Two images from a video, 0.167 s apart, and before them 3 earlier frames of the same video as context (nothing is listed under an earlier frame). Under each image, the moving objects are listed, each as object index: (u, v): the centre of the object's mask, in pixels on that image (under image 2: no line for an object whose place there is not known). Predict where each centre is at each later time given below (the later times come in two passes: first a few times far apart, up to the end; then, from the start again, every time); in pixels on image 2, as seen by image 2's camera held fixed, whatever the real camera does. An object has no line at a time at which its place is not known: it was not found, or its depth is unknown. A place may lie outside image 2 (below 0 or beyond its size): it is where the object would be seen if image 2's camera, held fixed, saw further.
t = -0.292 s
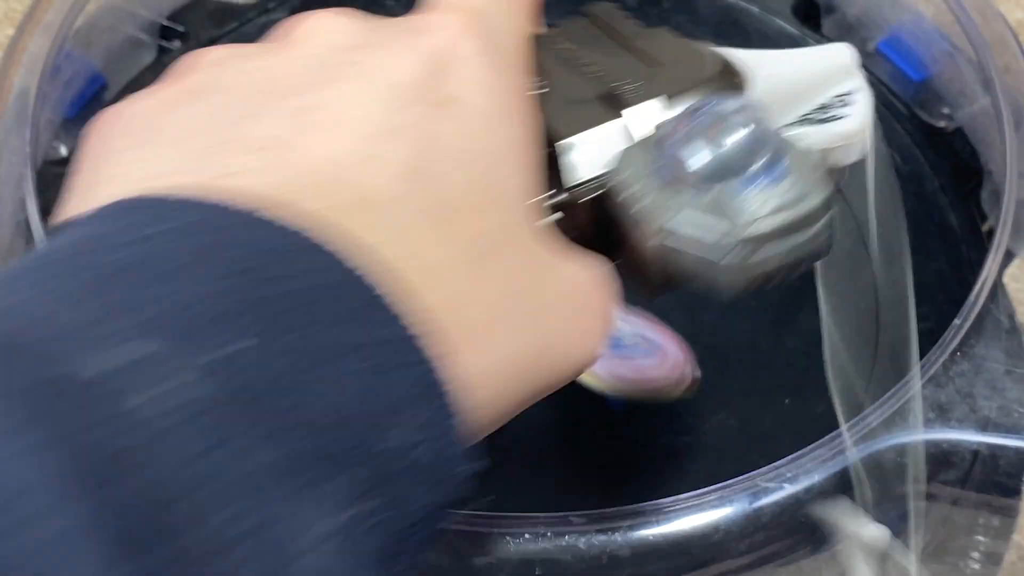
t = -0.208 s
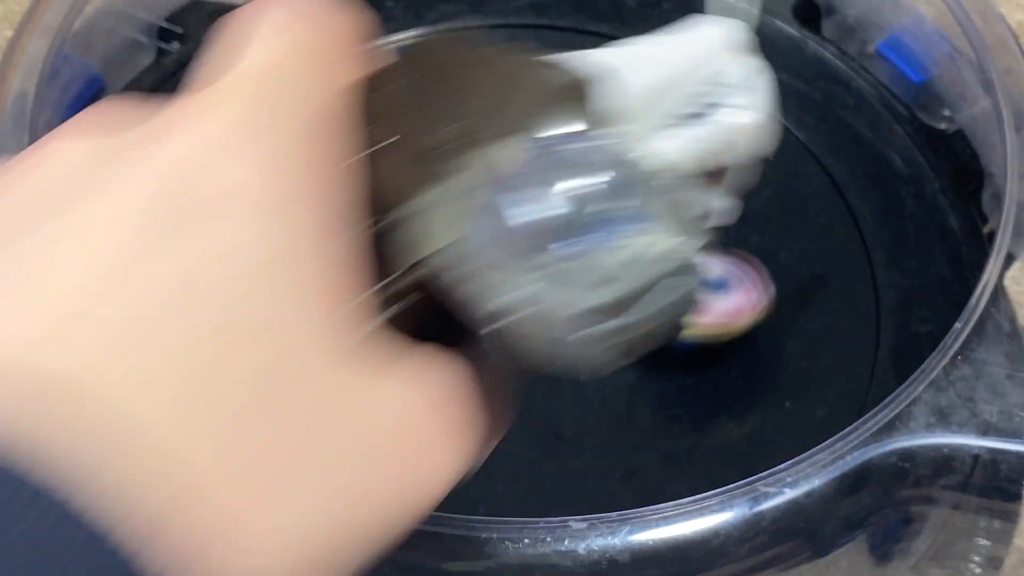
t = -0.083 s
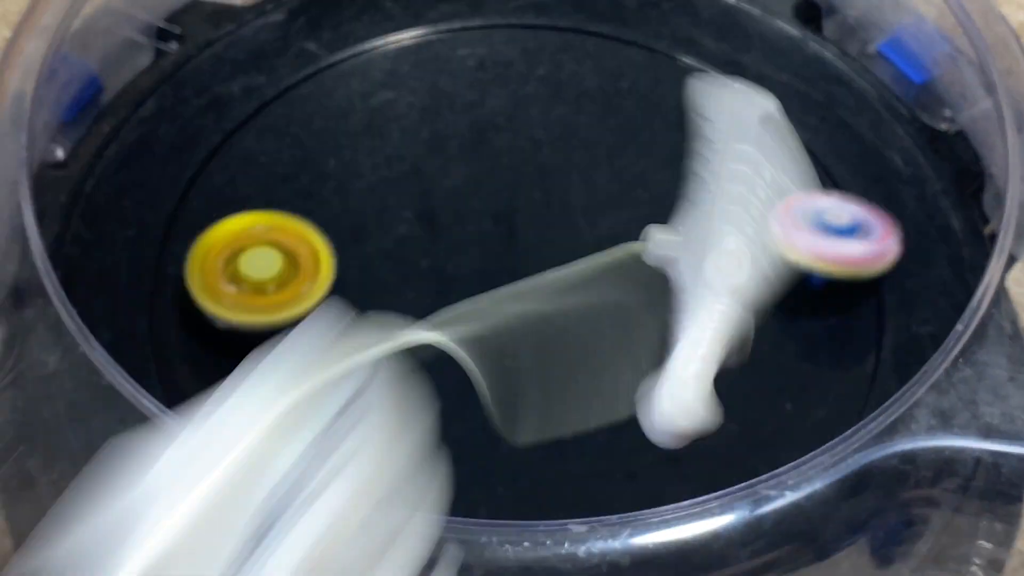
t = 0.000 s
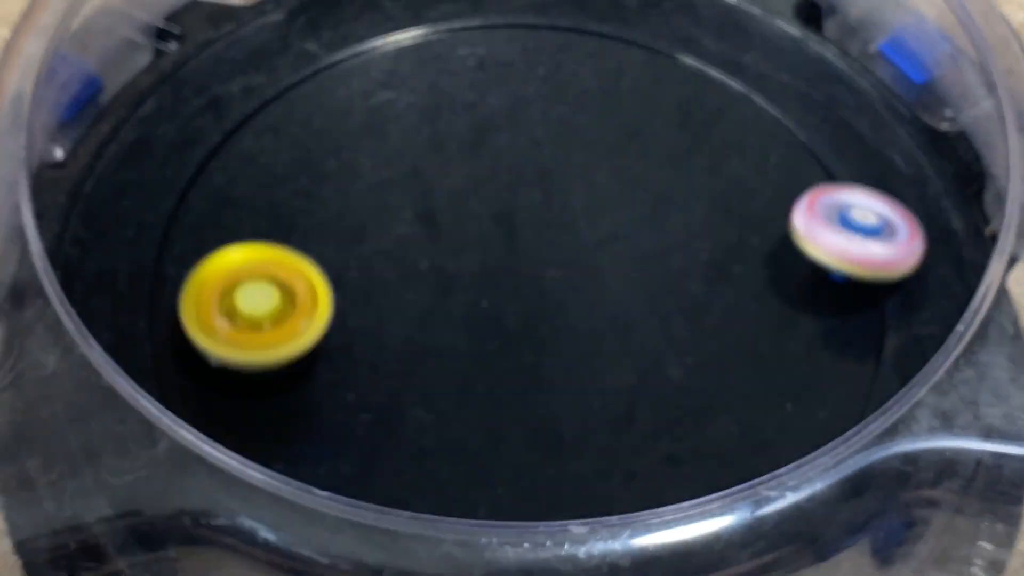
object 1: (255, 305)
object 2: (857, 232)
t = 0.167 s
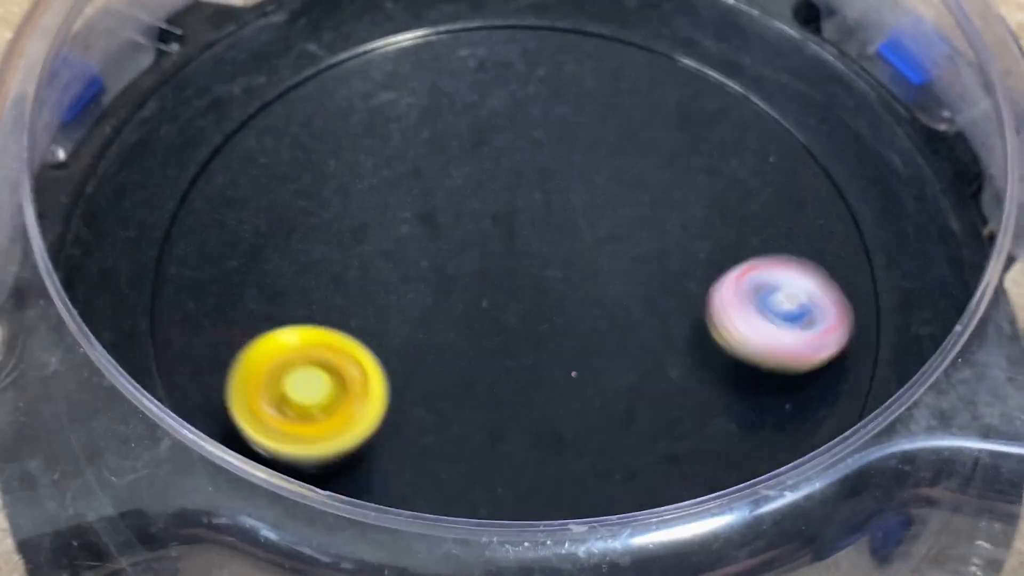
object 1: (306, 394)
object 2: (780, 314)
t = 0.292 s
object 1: (392, 428)
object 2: (621, 389)
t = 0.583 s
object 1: (248, 324)
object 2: (923, 201)
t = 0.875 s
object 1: (476, 192)
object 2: (572, 372)
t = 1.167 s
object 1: (361, 65)
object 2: (462, 549)
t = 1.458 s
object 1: (381, 246)
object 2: (524, 423)
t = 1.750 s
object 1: (340, 148)
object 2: (686, 427)
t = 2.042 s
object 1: (332, 138)
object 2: (515, 174)
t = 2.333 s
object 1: (402, 155)
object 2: (572, 185)
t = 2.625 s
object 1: (503, 136)
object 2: (731, 398)
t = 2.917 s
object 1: (570, 116)
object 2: (708, 464)
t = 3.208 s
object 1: (596, 135)
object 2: (532, 272)
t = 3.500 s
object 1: (658, 125)
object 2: (402, 234)
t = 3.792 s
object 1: (670, 182)
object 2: (490, 178)
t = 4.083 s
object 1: (759, 327)
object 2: (517, 132)
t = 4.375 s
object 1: (728, 360)
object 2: (451, 210)
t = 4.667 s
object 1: (613, 383)
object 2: (383, 279)
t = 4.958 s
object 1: (530, 431)
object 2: (435, 312)
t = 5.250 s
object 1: (469, 468)
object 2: (551, 338)
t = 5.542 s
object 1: (425, 462)
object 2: (577, 350)
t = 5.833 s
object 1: (385, 411)
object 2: (555, 286)
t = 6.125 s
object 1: (327, 352)
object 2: (582, 240)
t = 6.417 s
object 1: (326, 295)
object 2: (552, 267)
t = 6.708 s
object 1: (340, 222)
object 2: (507, 288)
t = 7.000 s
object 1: (369, 158)
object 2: (524, 363)
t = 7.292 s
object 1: (425, 139)
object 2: (493, 309)
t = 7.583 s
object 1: (505, 140)
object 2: (570, 270)
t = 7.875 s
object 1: (599, 147)
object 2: (553, 294)
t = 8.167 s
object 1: (676, 172)
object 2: (503, 262)
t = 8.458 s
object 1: (724, 217)
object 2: (527, 252)
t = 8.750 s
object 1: (717, 292)
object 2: (509, 297)
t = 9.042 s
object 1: (707, 365)
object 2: (478, 292)
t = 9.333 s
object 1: (652, 414)
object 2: (506, 287)
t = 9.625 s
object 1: (552, 436)
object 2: (531, 304)
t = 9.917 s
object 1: (454, 441)
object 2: (524, 302)
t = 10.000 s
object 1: (429, 434)
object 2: (519, 299)
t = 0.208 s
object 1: (332, 410)
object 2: (733, 341)
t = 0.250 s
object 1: (361, 421)
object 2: (677, 366)
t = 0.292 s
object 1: (392, 428)
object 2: (621, 389)
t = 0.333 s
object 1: (409, 431)
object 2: (580, 404)
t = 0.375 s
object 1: (320, 431)
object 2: (703, 369)
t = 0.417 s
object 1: (230, 434)
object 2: (824, 324)
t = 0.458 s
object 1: (211, 400)
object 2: (902, 270)
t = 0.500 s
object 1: (214, 371)
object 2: (930, 226)
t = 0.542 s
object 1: (221, 350)
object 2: (940, 201)
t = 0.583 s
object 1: (248, 324)
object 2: (923, 201)
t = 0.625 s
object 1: (283, 302)
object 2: (894, 206)
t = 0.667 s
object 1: (322, 281)
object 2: (852, 220)
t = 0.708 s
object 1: (362, 265)
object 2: (803, 232)
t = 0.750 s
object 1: (402, 251)
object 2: (742, 262)
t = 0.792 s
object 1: (439, 239)
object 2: (674, 285)
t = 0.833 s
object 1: (472, 229)
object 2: (601, 307)
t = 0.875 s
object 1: (476, 192)
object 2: (572, 372)
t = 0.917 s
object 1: (454, 134)
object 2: (579, 461)
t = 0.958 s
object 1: (433, 86)
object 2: (580, 535)
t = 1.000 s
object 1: (410, 46)
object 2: (559, 547)
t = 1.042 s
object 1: (390, 28)
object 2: (533, 554)
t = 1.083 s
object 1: (377, 30)
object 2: (506, 562)
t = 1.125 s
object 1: (368, 41)
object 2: (482, 555)
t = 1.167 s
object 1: (361, 65)
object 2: (462, 549)
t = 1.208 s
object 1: (357, 101)
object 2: (448, 542)
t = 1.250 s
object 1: (356, 141)
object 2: (438, 533)
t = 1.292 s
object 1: (358, 180)
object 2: (434, 490)
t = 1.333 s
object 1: (366, 218)
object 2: (435, 456)
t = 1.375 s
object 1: (377, 253)
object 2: (442, 417)
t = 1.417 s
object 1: (388, 274)
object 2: (463, 386)
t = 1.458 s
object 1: (381, 246)
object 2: (524, 423)
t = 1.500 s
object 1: (378, 222)
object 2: (585, 455)
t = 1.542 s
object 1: (374, 203)
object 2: (634, 469)
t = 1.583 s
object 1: (367, 188)
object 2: (691, 497)
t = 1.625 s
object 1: (360, 175)
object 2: (731, 509)
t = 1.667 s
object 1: (353, 164)
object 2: (723, 482)
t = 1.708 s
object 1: (346, 156)
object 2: (700, 450)
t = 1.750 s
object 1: (340, 148)
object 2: (686, 427)
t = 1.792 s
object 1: (335, 142)
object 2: (660, 390)
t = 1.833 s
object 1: (330, 136)
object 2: (633, 351)
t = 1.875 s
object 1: (327, 134)
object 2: (605, 312)
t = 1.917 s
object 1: (325, 132)
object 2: (579, 274)
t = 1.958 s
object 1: (326, 133)
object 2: (554, 236)
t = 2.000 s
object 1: (328, 134)
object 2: (533, 204)
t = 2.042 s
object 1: (332, 138)
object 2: (515, 174)
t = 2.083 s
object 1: (337, 141)
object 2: (505, 151)
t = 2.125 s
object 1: (344, 145)
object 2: (504, 131)
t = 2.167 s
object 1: (352, 148)
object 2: (510, 123)
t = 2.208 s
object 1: (363, 151)
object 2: (519, 126)
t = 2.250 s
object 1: (375, 153)
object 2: (534, 134)
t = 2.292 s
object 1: (388, 154)
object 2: (551, 156)
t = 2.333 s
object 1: (402, 155)
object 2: (572, 185)
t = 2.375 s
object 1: (416, 154)
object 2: (594, 216)
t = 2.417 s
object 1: (431, 153)
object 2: (616, 250)
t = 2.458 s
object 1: (447, 151)
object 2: (640, 284)
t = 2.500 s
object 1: (462, 148)
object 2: (663, 319)
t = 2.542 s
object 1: (477, 144)
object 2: (688, 348)
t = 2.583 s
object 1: (490, 140)
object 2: (711, 374)
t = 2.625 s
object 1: (503, 136)
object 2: (731, 398)
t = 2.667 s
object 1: (515, 132)
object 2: (748, 418)
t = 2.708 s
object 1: (528, 128)
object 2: (755, 429)
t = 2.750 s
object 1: (539, 125)
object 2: (767, 449)
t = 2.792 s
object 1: (551, 121)
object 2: (768, 461)
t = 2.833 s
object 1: (560, 119)
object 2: (762, 471)
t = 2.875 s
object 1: (566, 117)
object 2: (746, 478)
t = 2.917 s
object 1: (570, 116)
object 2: (708, 464)
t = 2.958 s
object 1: (574, 116)
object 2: (678, 467)
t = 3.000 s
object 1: (577, 118)
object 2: (644, 461)
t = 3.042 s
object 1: (581, 120)
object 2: (612, 442)
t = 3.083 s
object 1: (585, 122)
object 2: (581, 405)
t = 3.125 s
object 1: (589, 126)
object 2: (557, 363)
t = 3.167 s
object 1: (592, 130)
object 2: (541, 318)
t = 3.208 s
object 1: (596, 135)
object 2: (532, 272)
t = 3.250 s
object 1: (605, 137)
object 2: (525, 235)
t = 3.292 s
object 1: (629, 122)
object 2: (489, 234)
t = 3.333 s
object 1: (644, 118)
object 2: (458, 235)
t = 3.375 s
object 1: (651, 117)
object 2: (433, 236)
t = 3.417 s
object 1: (655, 118)
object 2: (416, 236)
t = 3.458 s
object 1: (656, 121)
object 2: (406, 236)
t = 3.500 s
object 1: (658, 125)
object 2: (402, 234)
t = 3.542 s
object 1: (659, 129)
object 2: (405, 230)
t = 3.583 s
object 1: (660, 135)
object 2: (412, 225)
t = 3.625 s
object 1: (662, 143)
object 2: (423, 217)
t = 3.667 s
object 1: (664, 152)
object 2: (438, 208)
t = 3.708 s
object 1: (666, 161)
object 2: (454, 200)
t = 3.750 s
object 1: (668, 171)
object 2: (472, 189)
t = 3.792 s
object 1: (670, 182)
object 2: (490, 178)
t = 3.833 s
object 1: (673, 194)
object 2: (511, 166)
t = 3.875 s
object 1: (676, 207)
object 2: (538, 160)
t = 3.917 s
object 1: (679, 221)
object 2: (566, 162)
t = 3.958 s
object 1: (702, 249)
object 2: (564, 153)
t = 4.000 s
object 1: (730, 282)
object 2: (544, 138)
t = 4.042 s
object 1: (748, 308)
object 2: (529, 133)
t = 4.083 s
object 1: (759, 327)
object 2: (517, 132)
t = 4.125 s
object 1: (765, 339)
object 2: (506, 136)
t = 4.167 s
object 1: (768, 347)
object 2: (496, 145)
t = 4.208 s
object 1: (766, 352)
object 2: (489, 156)
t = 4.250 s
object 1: (761, 355)
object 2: (480, 169)
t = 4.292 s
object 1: (752, 357)
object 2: (471, 183)
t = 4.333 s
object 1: (741, 359)
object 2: (461, 197)
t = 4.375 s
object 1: (728, 360)
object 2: (451, 210)
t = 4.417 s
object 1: (714, 362)
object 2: (439, 222)
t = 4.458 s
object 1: (698, 364)
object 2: (426, 234)
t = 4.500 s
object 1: (682, 366)
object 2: (414, 246)
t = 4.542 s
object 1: (664, 369)
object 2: (404, 258)
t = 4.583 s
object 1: (647, 373)
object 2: (393, 267)
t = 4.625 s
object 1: (629, 377)
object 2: (385, 274)
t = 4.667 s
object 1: (613, 383)
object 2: (383, 279)
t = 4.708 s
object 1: (597, 390)
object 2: (385, 281)
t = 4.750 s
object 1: (583, 397)
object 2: (389, 282)
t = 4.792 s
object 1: (571, 405)
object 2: (394, 282)
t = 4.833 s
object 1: (559, 412)
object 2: (399, 286)
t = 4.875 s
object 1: (548, 419)
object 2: (406, 292)
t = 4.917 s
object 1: (539, 425)
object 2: (418, 301)
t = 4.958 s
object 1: (530, 431)
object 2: (435, 312)
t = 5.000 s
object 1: (522, 436)
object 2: (452, 321)
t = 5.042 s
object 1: (514, 439)
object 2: (470, 328)
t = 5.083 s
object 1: (504, 444)
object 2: (486, 333)
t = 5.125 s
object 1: (492, 454)
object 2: (506, 334)
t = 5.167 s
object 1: (484, 461)
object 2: (524, 333)
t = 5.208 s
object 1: (476, 465)
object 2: (538, 335)
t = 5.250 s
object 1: (469, 468)
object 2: (551, 338)
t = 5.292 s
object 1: (462, 470)
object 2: (565, 341)
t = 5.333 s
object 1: (455, 470)
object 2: (579, 344)
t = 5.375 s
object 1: (447, 470)
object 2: (589, 349)
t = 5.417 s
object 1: (441, 470)
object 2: (593, 353)
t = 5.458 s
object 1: (436, 468)
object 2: (591, 353)
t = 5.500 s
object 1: (430, 465)
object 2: (585, 352)
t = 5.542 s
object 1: (425, 462)
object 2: (577, 350)
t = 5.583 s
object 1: (420, 457)
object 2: (569, 348)
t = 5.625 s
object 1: (415, 452)
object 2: (564, 344)
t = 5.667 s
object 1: (410, 445)
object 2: (561, 337)
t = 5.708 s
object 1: (405, 436)
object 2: (561, 326)
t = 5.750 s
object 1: (400, 428)
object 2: (559, 315)
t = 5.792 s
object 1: (393, 419)
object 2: (557, 302)
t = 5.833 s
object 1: (385, 411)
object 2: (555, 286)
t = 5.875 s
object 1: (377, 403)
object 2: (553, 274)
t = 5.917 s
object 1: (368, 395)
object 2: (554, 264)
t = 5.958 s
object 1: (358, 386)
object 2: (555, 257)
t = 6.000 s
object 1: (349, 377)
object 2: (562, 251)
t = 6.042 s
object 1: (340, 369)
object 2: (570, 246)
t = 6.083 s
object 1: (332, 360)
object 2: (577, 242)
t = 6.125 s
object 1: (327, 352)
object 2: (582, 240)
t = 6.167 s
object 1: (322, 343)
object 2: (582, 238)
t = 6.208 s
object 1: (319, 335)
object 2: (579, 240)
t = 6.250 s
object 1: (319, 326)
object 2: (575, 245)
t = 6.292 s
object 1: (320, 318)
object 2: (569, 252)
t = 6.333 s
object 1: (321, 311)
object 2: (565, 260)
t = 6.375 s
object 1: (323, 303)
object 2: (559, 265)
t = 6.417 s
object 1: (326, 295)
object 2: (552, 267)
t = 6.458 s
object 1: (329, 287)
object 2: (542, 267)
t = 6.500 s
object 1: (332, 279)
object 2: (529, 266)
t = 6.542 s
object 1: (336, 270)
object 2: (513, 267)
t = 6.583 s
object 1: (339, 261)
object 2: (499, 269)
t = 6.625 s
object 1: (343, 252)
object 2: (487, 269)
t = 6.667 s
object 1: (344, 240)
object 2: (485, 272)
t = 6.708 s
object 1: (340, 222)
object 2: (507, 288)
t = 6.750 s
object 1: (340, 208)
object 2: (524, 300)
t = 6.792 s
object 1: (342, 197)
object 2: (536, 313)
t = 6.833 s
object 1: (345, 187)
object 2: (542, 325)
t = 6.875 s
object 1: (350, 179)
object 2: (542, 335)
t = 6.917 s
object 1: (356, 171)
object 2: (539, 347)
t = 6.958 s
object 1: (362, 164)
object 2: (533, 357)
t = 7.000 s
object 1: (369, 158)
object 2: (524, 363)
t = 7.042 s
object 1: (377, 153)
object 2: (517, 365)
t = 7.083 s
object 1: (384, 149)
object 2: (510, 361)
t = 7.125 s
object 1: (392, 146)
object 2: (505, 354)
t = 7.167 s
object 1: (400, 144)
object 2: (500, 341)
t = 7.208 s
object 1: (408, 142)
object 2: (493, 330)
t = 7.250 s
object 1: (416, 140)
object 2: (491, 320)
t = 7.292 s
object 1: (425, 139)
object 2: (493, 309)
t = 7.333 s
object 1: (435, 139)
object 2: (501, 300)
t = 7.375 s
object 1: (446, 138)
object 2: (514, 292)
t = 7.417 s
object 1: (456, 139)
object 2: (528, 281)
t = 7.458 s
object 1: (467, 139)
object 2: (542, 273)
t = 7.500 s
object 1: (479, 140)
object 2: (554, 269)
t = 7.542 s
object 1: (491, 140)
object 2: (564, 266)
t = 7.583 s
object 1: (505, 140)
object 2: (570, 270)
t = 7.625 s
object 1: (518, 141)
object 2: (575, 277)
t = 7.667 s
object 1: (532, 142)
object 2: (579, 283)
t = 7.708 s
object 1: (546, 142)
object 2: (582, 288)
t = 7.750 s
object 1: (559, 143)
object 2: (582, 291)
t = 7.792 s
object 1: (573, 144)
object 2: (577, 291)
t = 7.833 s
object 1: (586, 146)
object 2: (566, 291)
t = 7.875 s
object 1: (599, 147)
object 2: (553, 294)
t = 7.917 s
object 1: (611, 149)
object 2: (542, 296)
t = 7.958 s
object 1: (622, 152)
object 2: (532, 295)
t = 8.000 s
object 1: (632, 154)
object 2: (524, 294)
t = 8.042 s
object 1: (643, 158)
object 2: (519, 288)
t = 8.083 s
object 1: (654, 162)
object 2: (513, 279)
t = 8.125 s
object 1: (665, 167)
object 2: (508, 270)
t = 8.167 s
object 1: (676, 172)
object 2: (503, 262)
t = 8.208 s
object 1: (686, 177)
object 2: (501, 255)
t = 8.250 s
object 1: (694, 182)
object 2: (500, 252)
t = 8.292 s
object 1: (703, 188)
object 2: (502, 251)
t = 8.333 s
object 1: (710, 194)
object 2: (509, 252)
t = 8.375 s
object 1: (716, 201)
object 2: (517, 252)
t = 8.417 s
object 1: (720, 209)
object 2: (524, 252)
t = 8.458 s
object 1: (724, 217)
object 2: (527, 252)
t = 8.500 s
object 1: (725, 226)
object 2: (528, 255)
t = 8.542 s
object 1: (724, 236)
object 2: (525, 260)
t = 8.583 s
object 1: (721, 247)
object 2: (521, 268)
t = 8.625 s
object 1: (719, 259)
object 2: (519, 279)
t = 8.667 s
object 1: (717, 270)
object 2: (517, 288)
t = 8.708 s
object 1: (717, 282)
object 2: (513, 294)
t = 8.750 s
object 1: (717, 292)
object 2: (509, 297)
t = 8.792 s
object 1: (717, 304)
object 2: (503, 297)
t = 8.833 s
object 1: (717, 314)
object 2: (495, 295)
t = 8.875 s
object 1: (717, 325)
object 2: (485, 294)
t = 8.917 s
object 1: (715, 335)
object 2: (479, 294)
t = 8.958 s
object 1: (713, 345)
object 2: (475, 294)
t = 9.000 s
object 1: (710, 355)
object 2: (475, 294)
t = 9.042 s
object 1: (707, 365)
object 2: (478, 292)
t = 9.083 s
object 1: (703, 374)
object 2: (483, 290)
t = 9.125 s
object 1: (697, 381)
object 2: (487, 286)
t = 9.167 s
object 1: (691, 389)
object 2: (490, 283)
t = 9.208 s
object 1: (683, 396)
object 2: (492, 282)
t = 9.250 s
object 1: (674, 403)
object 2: (495, 282)
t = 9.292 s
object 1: (664, 409)
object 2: (500, 284)
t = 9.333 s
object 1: (652, 414)
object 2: (506, 287)
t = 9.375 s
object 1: (639, 418)
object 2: (515, 291)
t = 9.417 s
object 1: (625, 421)
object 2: (524, 293)
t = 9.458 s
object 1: (610, 424)
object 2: (530, 294)
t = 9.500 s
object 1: (596, 427)
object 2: (532, 295)
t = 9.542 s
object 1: (581, 430)
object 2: (533, 297)
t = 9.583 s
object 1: (566, 433)
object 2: (532, 300)
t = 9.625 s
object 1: (552, 436)
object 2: (531, 304)
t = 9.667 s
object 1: (538, 439)
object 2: (531, 308)
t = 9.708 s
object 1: (524, 441)
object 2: (531, 312)
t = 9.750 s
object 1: (509, 442)
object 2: (531, 313)
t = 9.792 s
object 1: (495, 443)
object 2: (532, 312)
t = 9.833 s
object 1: (481, 443)
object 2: (531, 309)
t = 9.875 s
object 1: (467, 442)
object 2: (528, 305)
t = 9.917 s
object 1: (454, 441)
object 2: (524, 302)
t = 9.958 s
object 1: (441, 438)
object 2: (521, 300)
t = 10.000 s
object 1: (429, 434)
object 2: (519, 299)
